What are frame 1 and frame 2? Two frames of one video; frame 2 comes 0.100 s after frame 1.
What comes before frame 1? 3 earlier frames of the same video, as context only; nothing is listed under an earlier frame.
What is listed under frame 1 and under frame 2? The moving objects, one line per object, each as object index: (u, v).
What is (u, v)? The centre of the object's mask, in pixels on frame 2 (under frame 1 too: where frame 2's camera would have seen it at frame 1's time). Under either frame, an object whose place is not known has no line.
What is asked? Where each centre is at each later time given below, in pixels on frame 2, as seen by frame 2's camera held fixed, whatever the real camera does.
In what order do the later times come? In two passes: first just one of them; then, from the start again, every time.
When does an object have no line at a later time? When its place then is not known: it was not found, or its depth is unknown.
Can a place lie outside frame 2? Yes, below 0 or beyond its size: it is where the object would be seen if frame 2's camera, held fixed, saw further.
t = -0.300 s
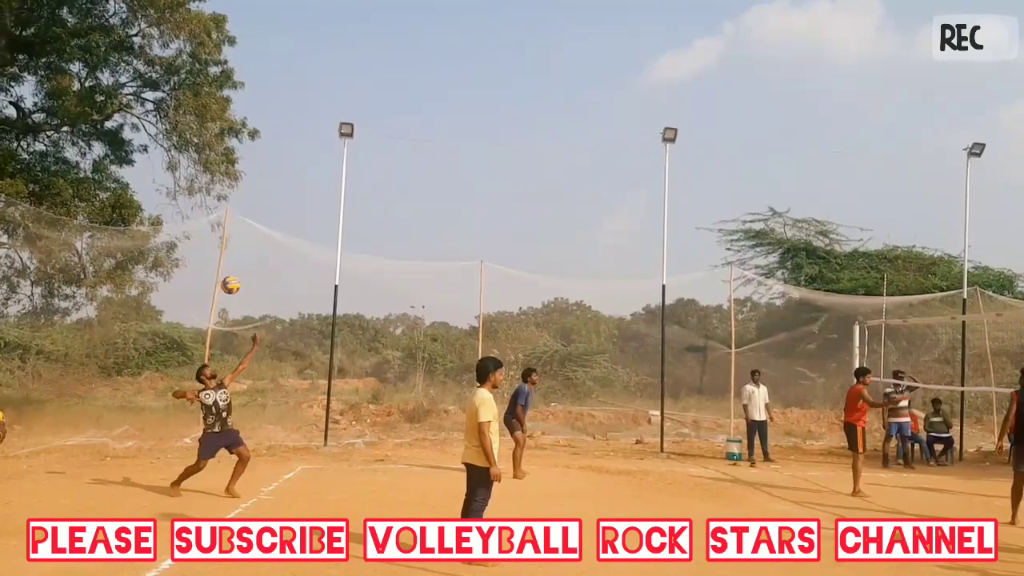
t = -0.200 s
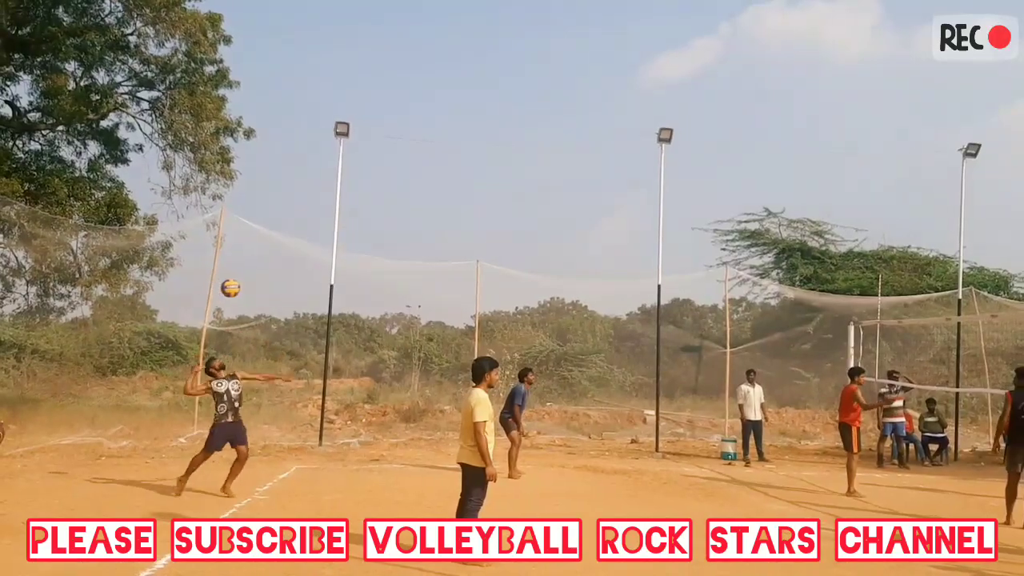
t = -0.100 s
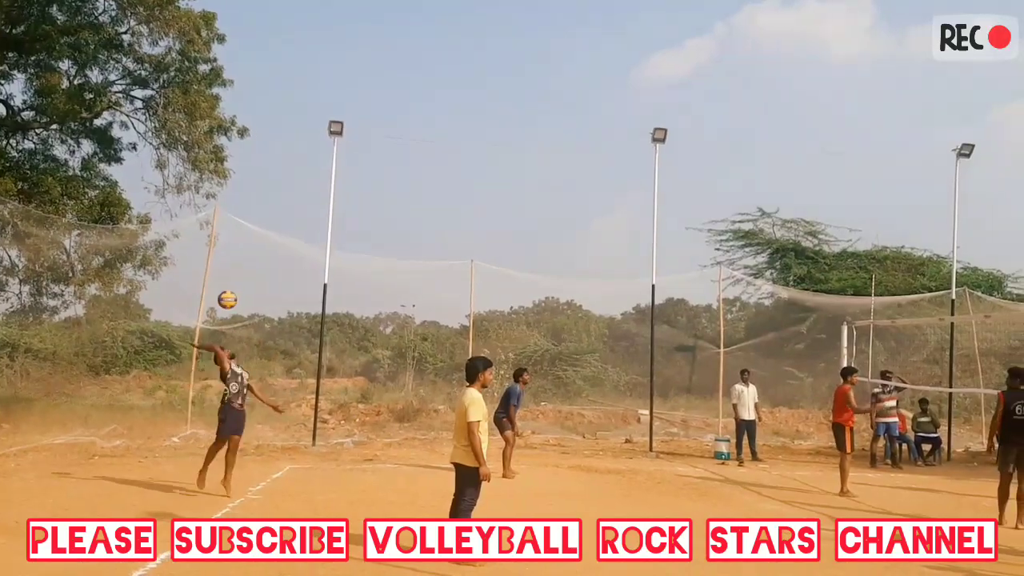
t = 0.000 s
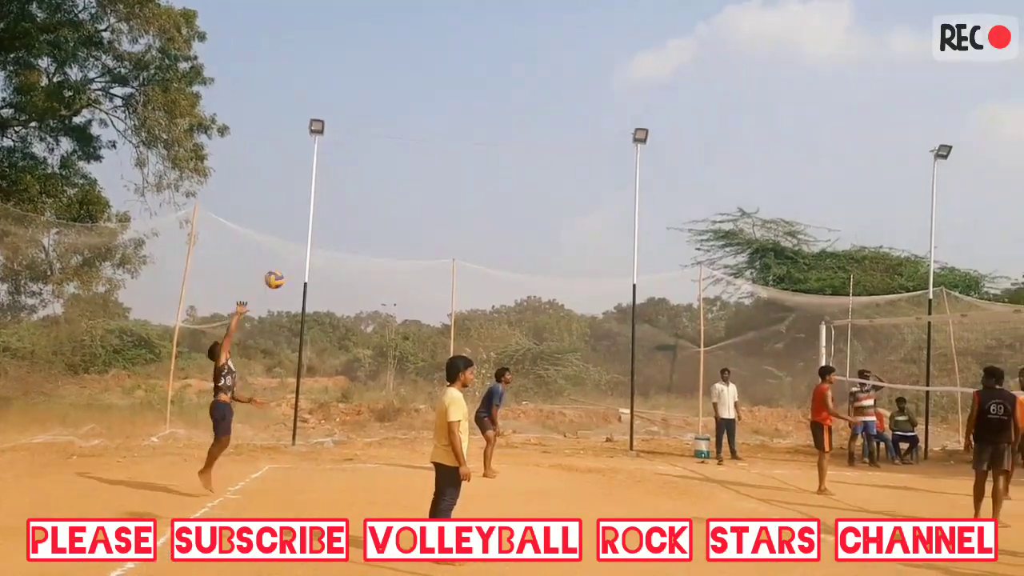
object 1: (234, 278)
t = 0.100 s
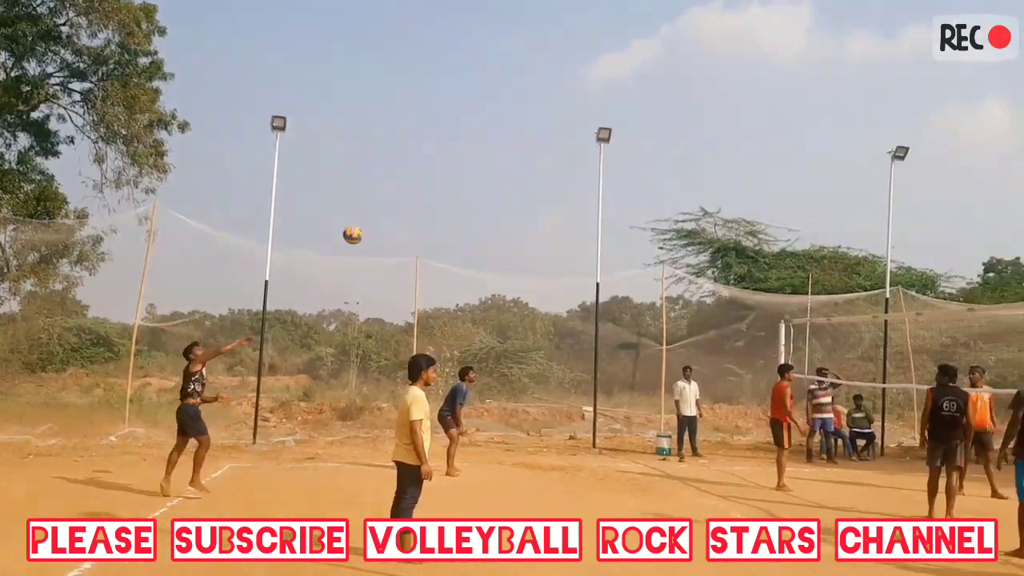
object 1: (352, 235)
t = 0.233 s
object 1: (510, 194)
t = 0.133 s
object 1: (392, 222)
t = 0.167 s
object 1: (432, 212)
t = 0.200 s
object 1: (471, 202)
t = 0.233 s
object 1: (510, 194)
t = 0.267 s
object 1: (547, 187)
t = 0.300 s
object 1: (587, 181)
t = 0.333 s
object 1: (627, 176)
